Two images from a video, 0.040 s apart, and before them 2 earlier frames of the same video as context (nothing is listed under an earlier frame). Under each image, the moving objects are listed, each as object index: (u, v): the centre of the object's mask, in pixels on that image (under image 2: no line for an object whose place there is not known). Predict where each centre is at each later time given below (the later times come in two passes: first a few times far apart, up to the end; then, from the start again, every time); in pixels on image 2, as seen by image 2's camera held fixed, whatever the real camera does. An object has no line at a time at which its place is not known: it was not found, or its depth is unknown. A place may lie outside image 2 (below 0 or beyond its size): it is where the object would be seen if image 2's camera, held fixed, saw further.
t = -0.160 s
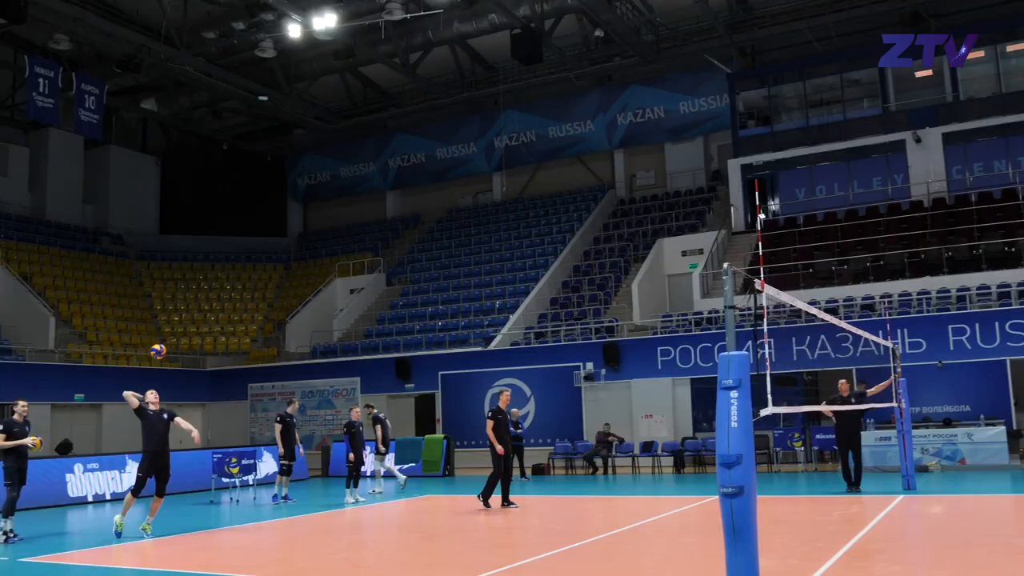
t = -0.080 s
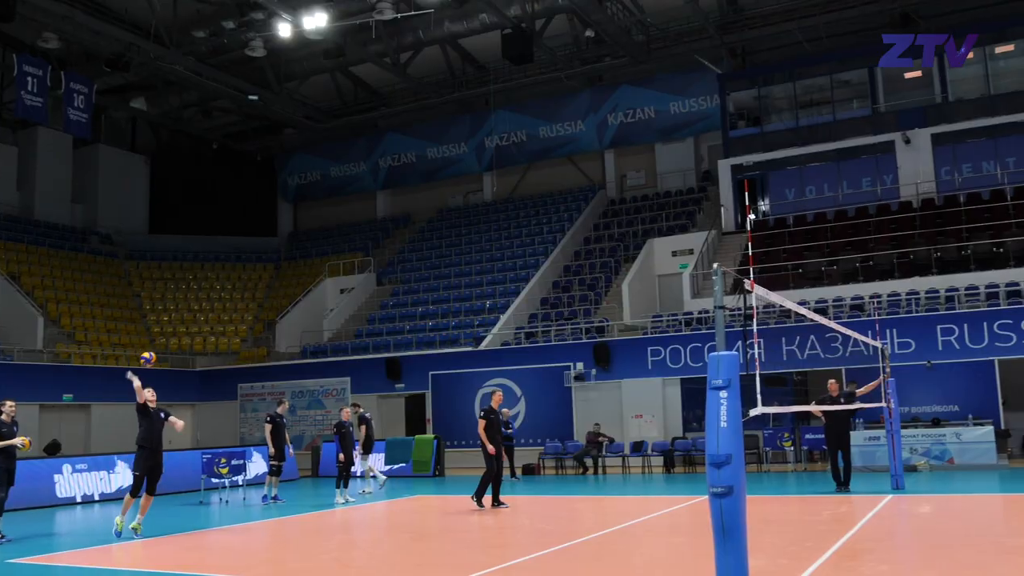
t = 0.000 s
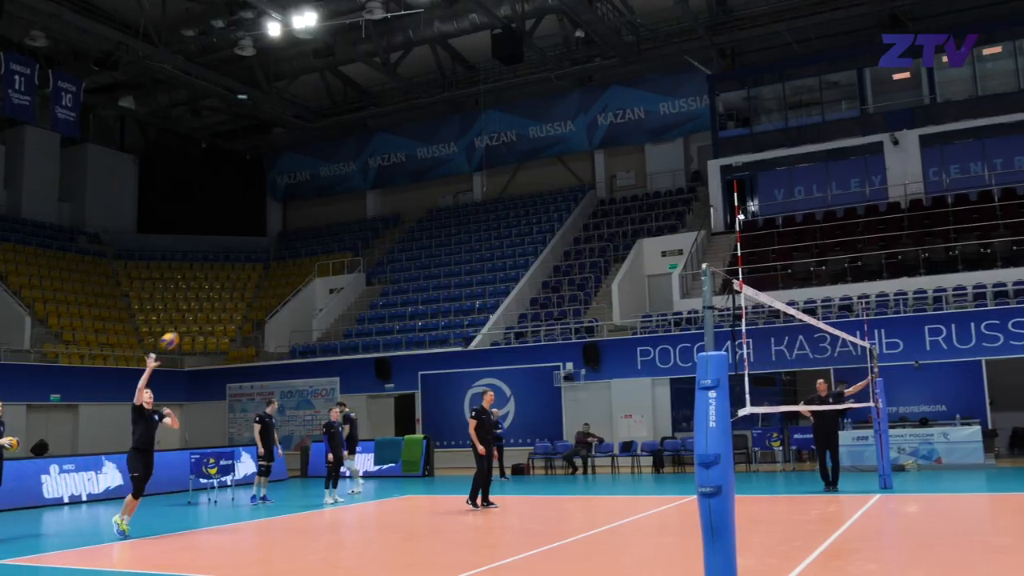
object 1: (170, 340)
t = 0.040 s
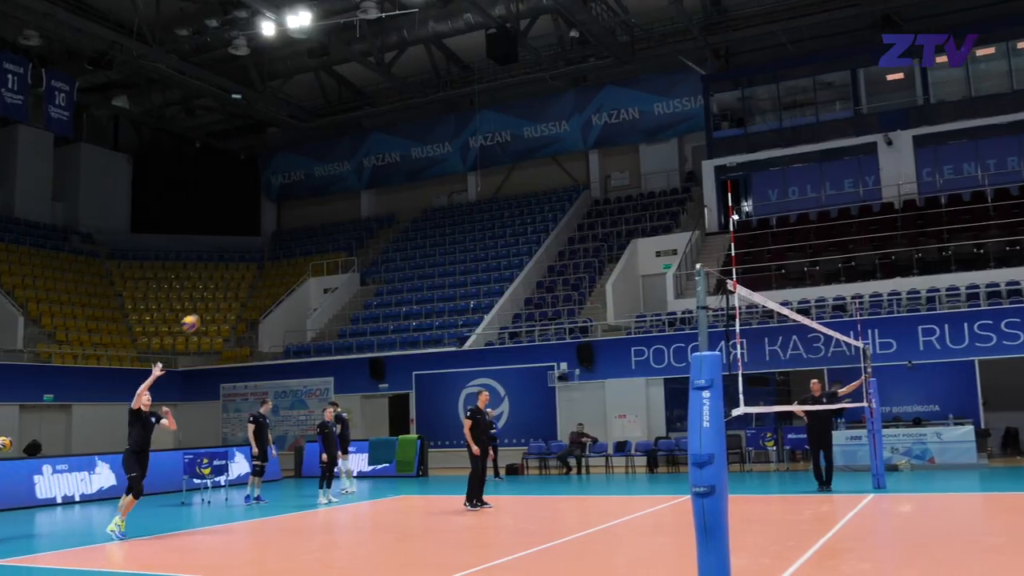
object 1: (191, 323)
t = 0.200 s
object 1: (305, 259)
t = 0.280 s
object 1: (363, 232)
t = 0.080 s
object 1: (219, 307)
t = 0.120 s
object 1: (246, 290)
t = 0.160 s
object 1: (276, 274)
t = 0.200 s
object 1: (305, 259)
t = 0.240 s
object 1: (335, 245)
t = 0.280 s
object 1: (363, 232)
